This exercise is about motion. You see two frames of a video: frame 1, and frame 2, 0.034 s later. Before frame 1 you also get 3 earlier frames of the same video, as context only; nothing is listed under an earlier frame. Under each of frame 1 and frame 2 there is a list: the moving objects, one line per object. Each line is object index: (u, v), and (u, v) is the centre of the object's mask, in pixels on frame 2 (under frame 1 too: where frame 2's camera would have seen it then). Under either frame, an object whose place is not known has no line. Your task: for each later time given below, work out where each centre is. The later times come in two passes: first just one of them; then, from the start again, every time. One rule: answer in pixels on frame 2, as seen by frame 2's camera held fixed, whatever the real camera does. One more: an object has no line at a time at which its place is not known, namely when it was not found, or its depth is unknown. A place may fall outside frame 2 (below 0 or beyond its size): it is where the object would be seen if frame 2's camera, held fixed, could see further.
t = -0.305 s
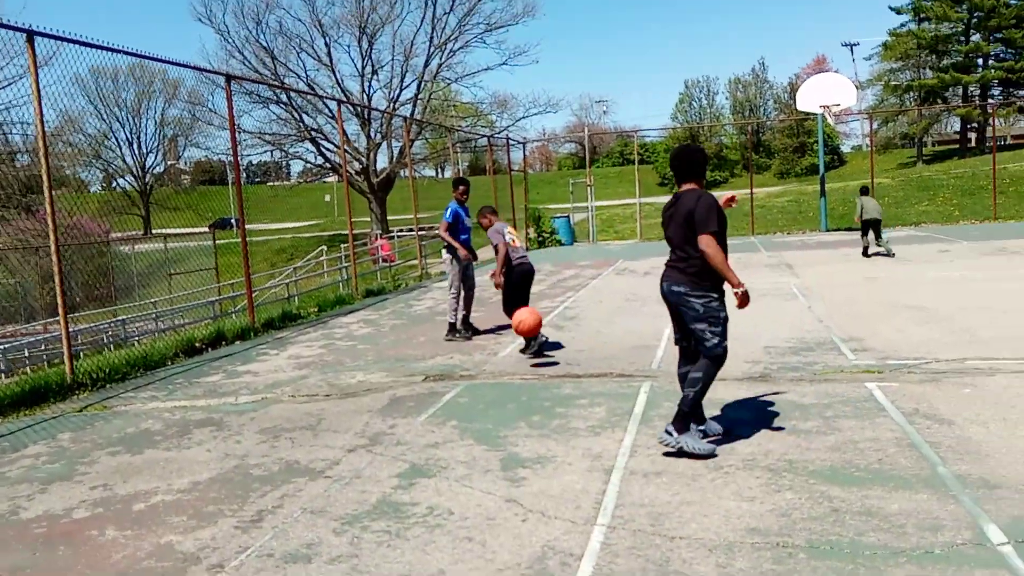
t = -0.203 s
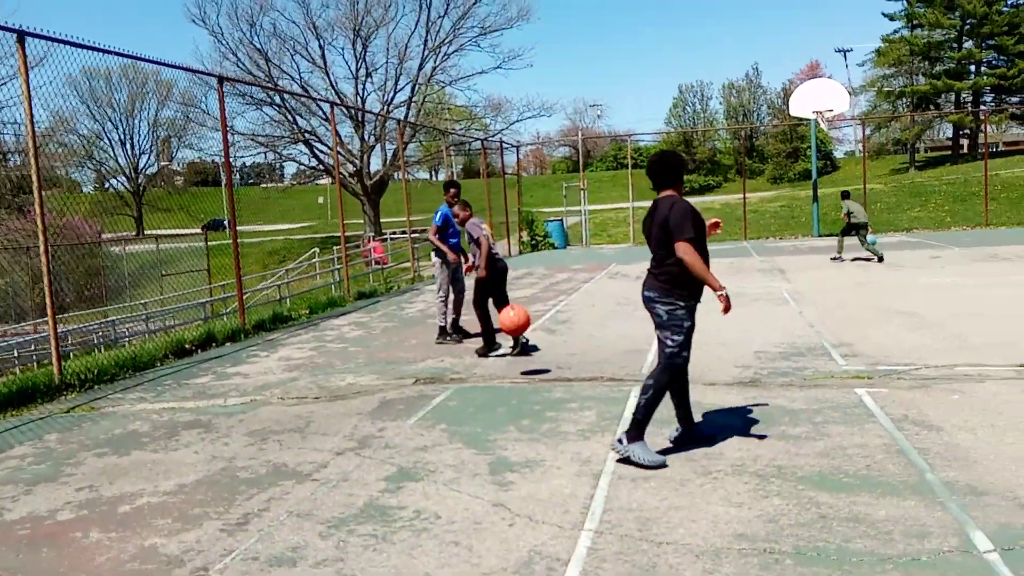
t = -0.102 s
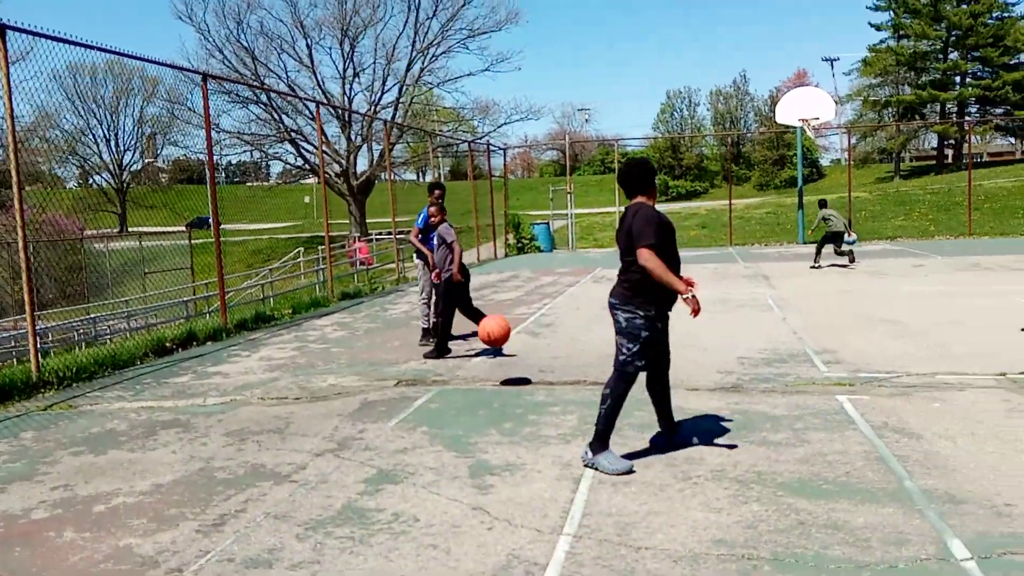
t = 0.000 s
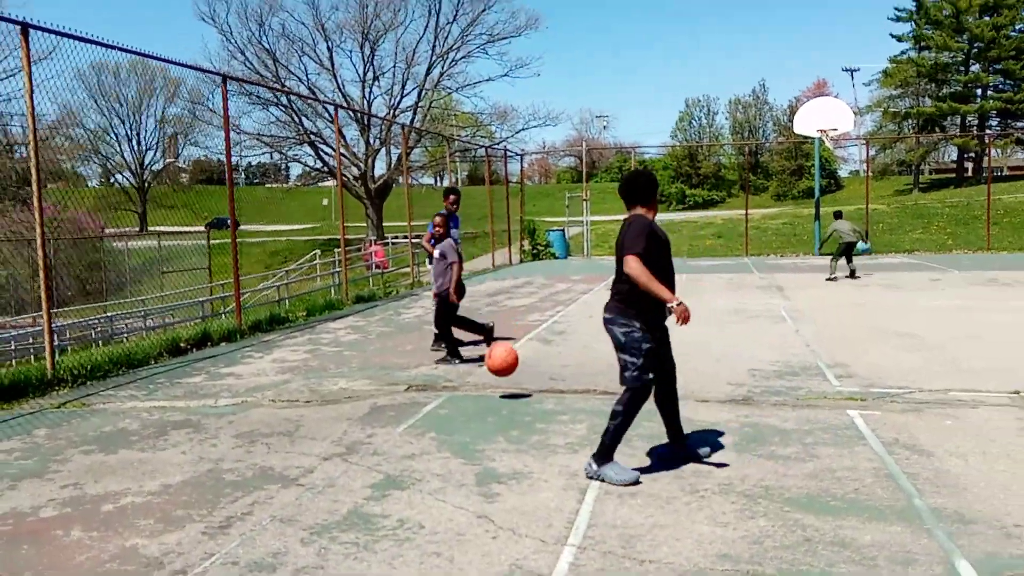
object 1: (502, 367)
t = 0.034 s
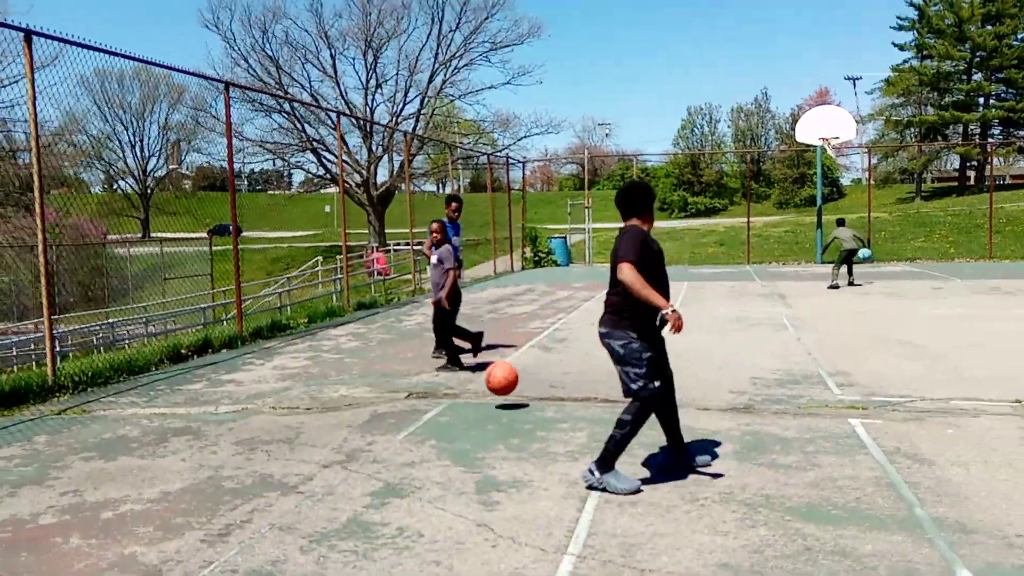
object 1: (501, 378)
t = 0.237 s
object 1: (491, 374)
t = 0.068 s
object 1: (500, 391)
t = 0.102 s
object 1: (499, 392)
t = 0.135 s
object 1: (496, 385)
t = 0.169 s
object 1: (495, 380)
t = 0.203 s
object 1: (493, 376)
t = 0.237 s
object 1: (491, 374)
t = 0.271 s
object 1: (489, 373)
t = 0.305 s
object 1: (488, 374)
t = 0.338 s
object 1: (487, 376)
